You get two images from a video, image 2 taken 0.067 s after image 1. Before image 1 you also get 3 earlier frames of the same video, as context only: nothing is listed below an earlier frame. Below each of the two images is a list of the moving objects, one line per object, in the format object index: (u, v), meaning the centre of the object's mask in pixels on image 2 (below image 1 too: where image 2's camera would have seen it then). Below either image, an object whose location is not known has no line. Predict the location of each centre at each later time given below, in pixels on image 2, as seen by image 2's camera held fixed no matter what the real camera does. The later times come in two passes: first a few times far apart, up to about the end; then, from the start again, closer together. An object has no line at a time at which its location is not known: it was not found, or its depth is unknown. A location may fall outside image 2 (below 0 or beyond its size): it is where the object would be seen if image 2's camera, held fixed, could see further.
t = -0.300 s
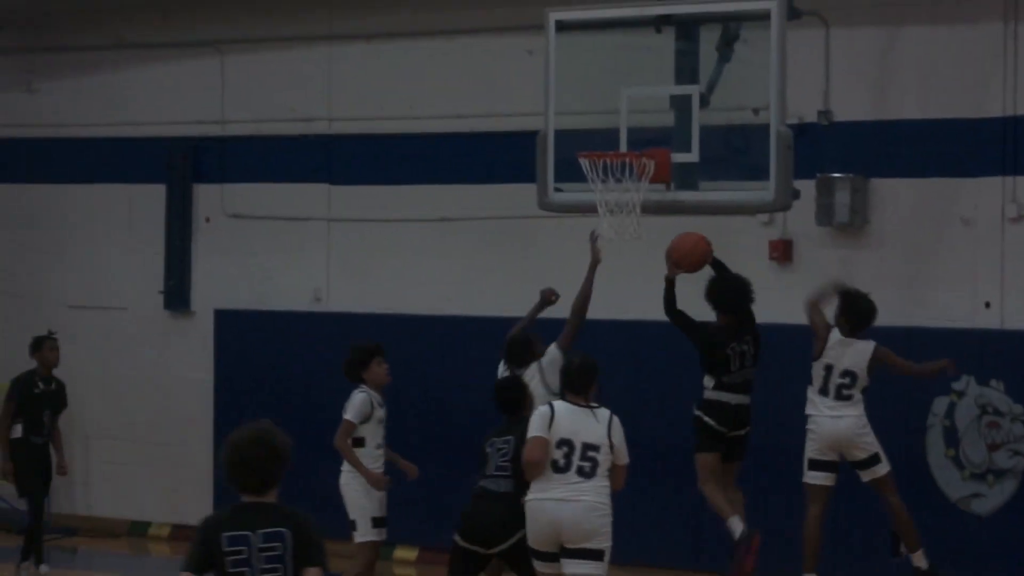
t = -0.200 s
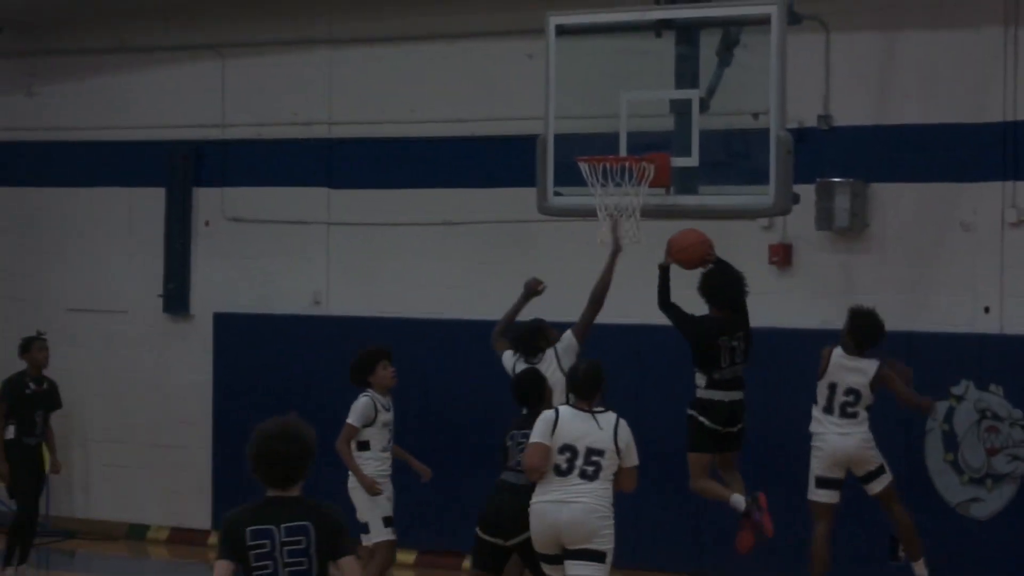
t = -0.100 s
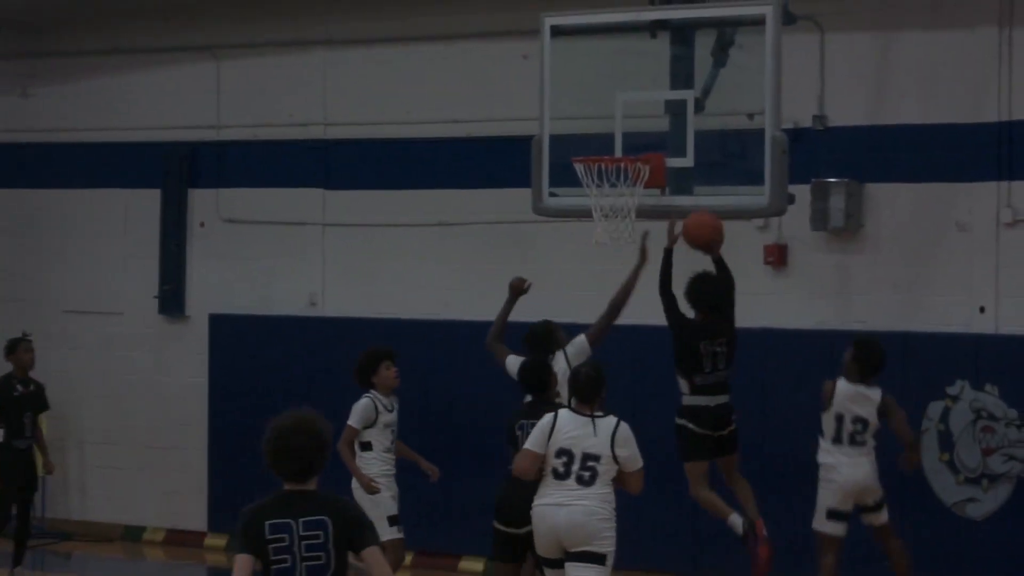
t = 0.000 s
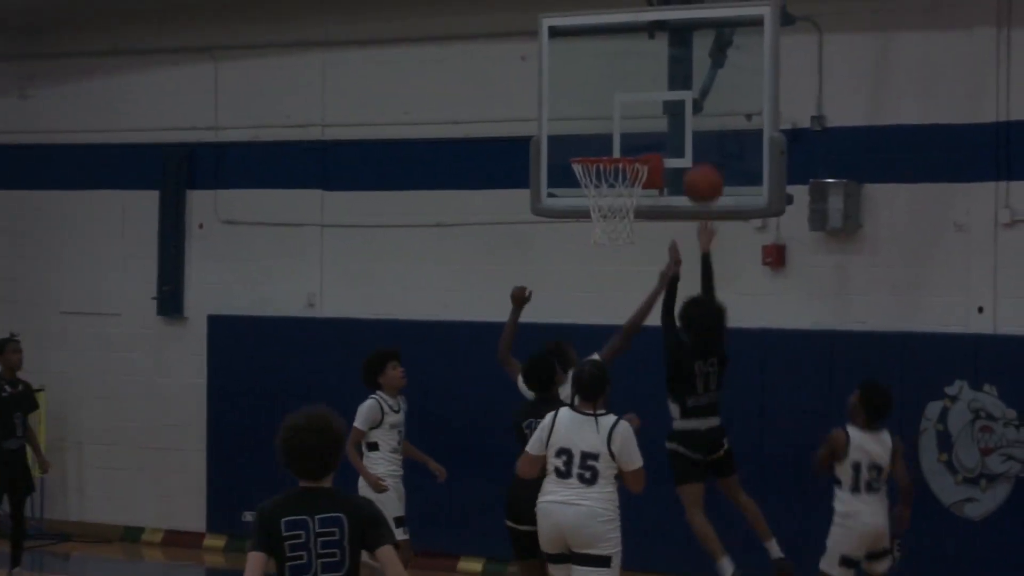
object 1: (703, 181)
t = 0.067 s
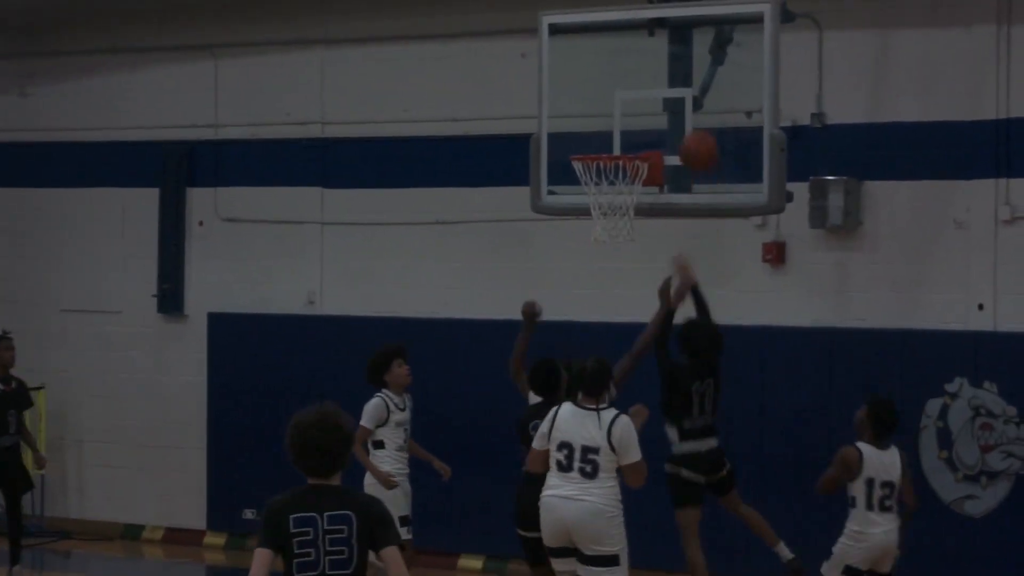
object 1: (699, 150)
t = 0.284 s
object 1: (657, 117)
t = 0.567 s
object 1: (607, 139)
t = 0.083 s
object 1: (697, 144)
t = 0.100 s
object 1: (697, 139)
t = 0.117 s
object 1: (695, 132)
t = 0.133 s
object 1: (695, 129)
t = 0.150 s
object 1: (692, 124)
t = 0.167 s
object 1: (688, 122)
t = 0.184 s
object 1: (684, 120)
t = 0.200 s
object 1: (680, 118)
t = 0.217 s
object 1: (674, 116)
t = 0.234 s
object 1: (671, 116)
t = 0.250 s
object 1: (665, 116)
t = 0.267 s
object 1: (662, 116)
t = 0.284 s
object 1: (657, 117)
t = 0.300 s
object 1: (652, 117)
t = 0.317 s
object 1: (648, 118)
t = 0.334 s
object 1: (644, 120)
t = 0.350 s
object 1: (640, 123)
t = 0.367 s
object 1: (635, 125)
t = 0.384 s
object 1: (630, 129)
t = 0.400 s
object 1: (626, 132)
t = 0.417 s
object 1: (621, 136)
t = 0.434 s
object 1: (619, 138)
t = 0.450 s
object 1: (617, 137)
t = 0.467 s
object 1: (616, 137)
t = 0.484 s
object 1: (614, 136)
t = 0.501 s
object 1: (613, 136)
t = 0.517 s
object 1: (612, 136)
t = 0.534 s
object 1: (610, 137)
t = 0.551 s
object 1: (608, 138)
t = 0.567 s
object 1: (607, 139)
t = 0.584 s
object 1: (605, 141)
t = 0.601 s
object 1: (604, 142)
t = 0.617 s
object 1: (602, 144)
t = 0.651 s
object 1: (600, 148)
